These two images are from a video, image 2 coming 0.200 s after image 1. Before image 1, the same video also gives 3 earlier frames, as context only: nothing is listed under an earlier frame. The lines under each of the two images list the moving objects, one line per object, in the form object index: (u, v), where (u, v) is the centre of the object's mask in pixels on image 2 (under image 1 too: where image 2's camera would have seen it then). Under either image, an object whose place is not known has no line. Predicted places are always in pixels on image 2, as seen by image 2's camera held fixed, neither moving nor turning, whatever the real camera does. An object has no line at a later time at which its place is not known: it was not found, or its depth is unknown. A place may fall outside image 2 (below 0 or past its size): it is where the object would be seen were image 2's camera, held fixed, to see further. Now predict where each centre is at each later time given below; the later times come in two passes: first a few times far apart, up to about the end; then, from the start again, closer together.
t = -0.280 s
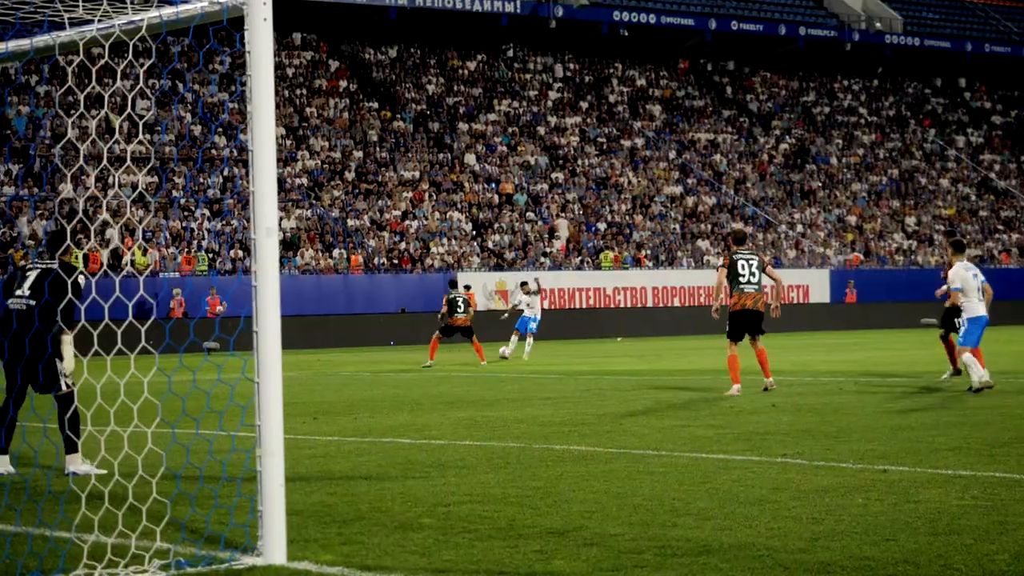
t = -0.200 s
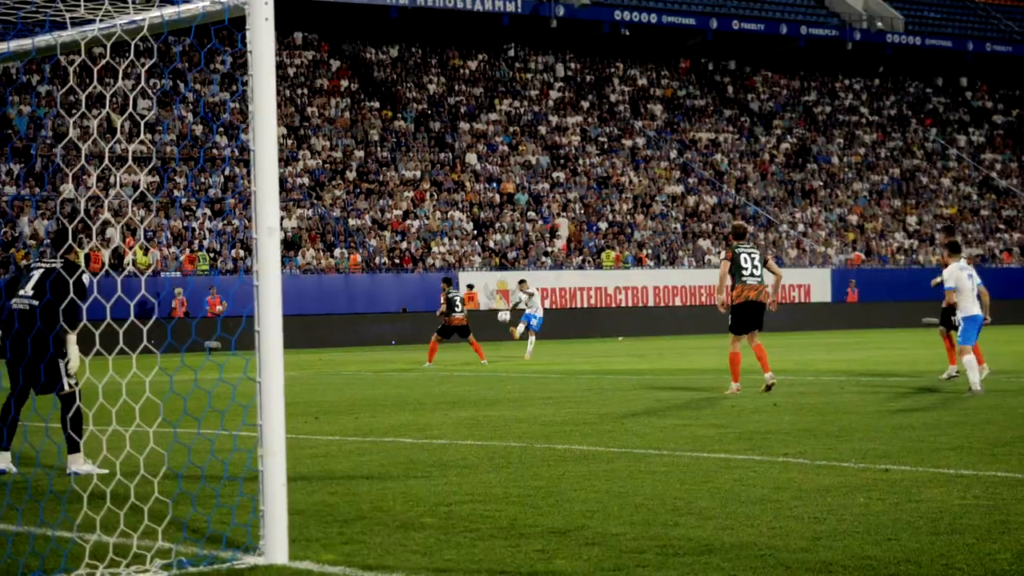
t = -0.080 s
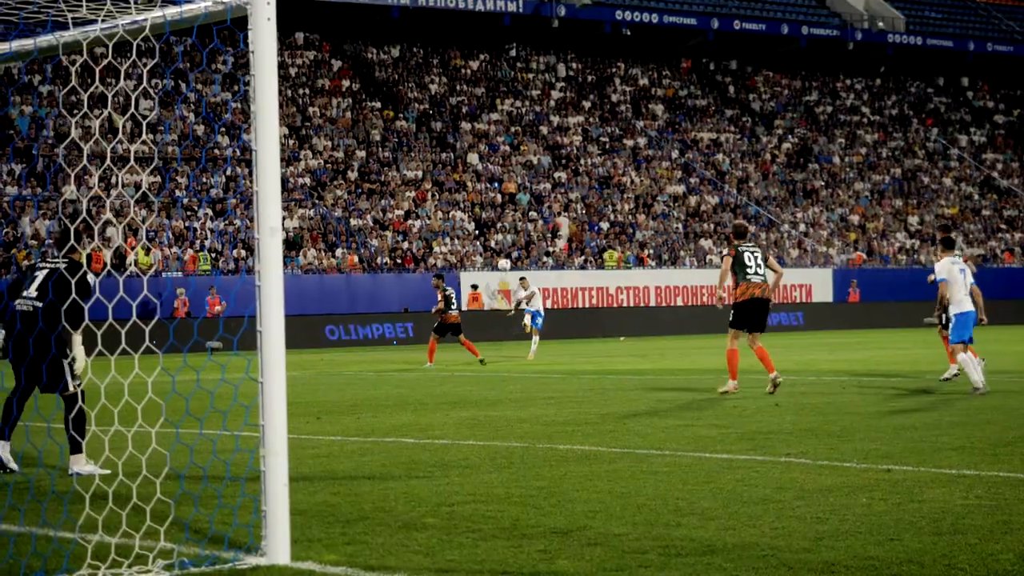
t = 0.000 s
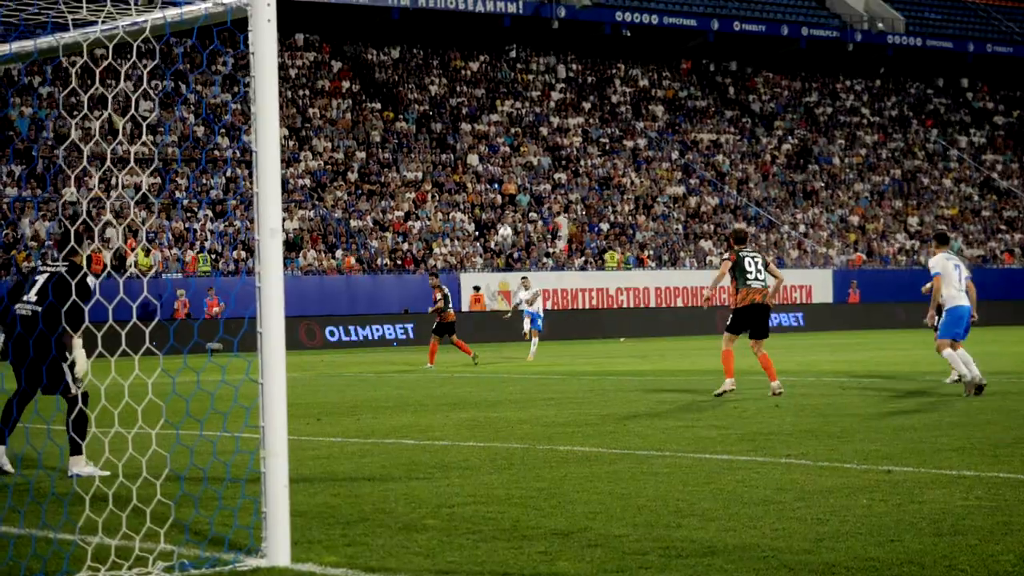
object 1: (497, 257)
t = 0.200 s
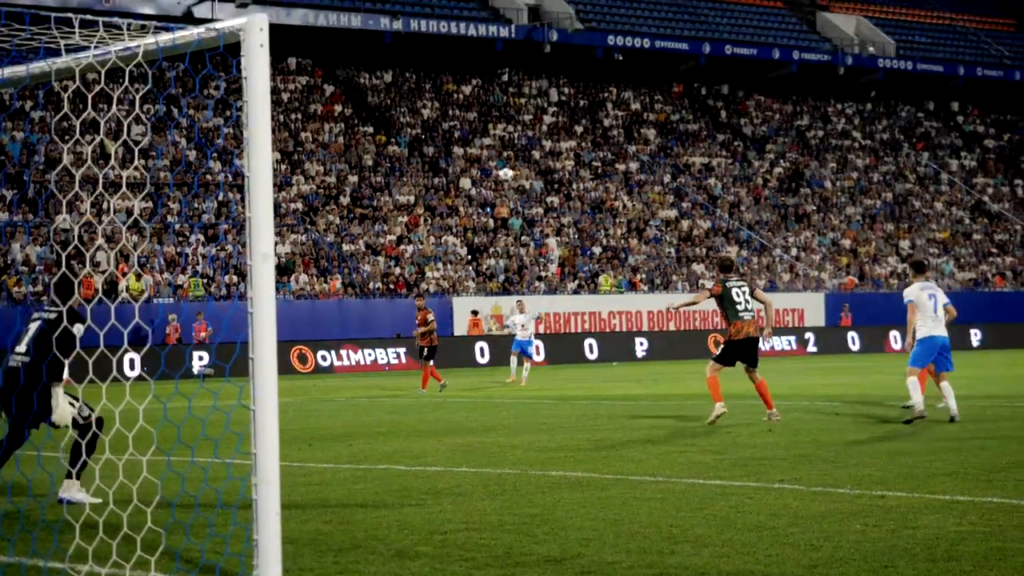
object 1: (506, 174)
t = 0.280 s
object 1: (512, 143)
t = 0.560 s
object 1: (545, 43)
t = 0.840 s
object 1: (603, -46)
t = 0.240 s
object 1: (509, 159)
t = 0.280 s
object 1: (512, 143)
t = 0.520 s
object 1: (539, 56)
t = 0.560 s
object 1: (545, 43)
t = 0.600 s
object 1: (552, 30)
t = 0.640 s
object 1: (559, 15)
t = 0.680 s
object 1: (567, 2)
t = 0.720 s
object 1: (575, -10)
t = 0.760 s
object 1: (583, -22)
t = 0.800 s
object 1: (593, -34)
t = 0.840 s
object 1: (603, -46)
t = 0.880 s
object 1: (614, -56)
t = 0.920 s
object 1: (624, -66)
